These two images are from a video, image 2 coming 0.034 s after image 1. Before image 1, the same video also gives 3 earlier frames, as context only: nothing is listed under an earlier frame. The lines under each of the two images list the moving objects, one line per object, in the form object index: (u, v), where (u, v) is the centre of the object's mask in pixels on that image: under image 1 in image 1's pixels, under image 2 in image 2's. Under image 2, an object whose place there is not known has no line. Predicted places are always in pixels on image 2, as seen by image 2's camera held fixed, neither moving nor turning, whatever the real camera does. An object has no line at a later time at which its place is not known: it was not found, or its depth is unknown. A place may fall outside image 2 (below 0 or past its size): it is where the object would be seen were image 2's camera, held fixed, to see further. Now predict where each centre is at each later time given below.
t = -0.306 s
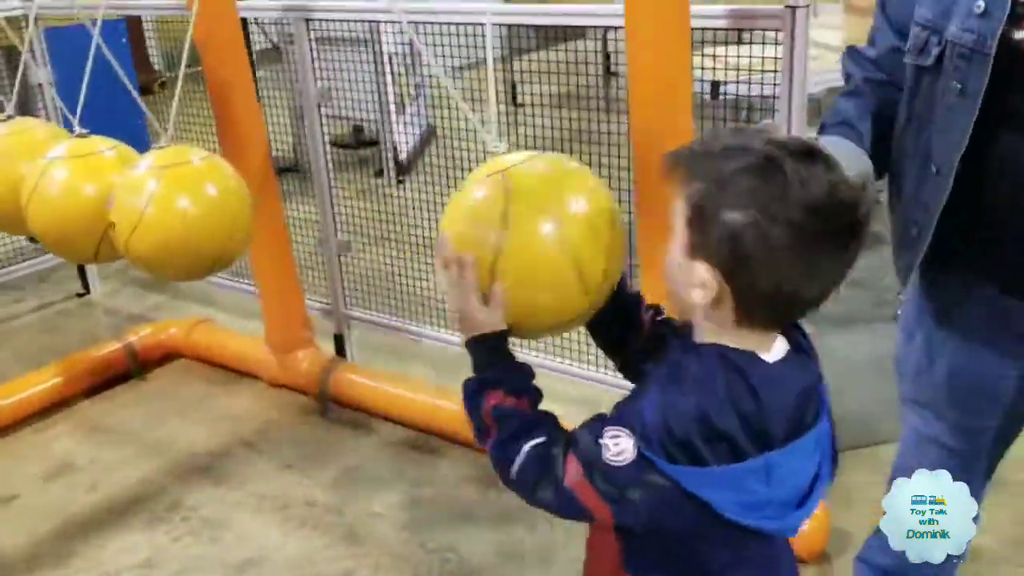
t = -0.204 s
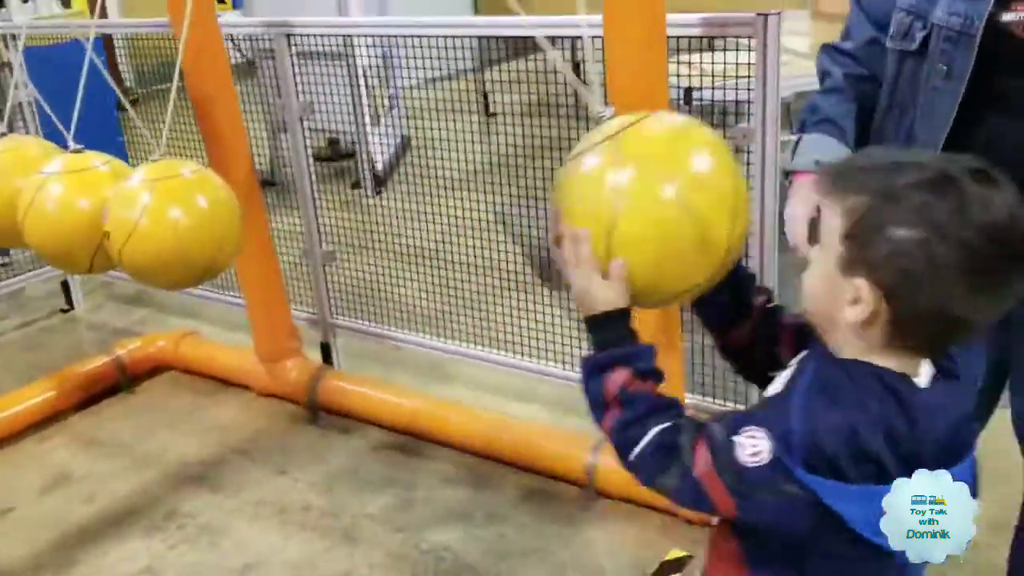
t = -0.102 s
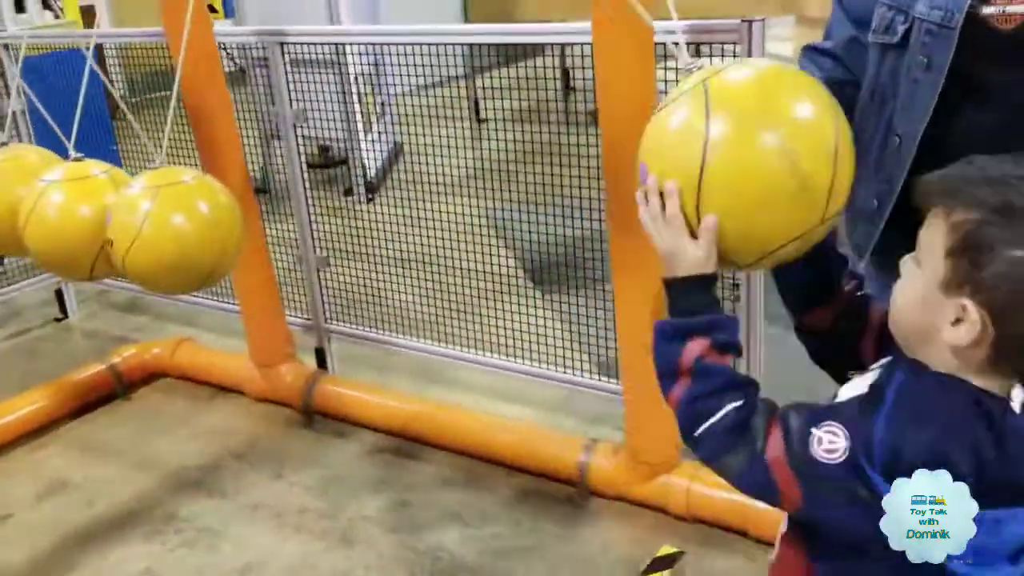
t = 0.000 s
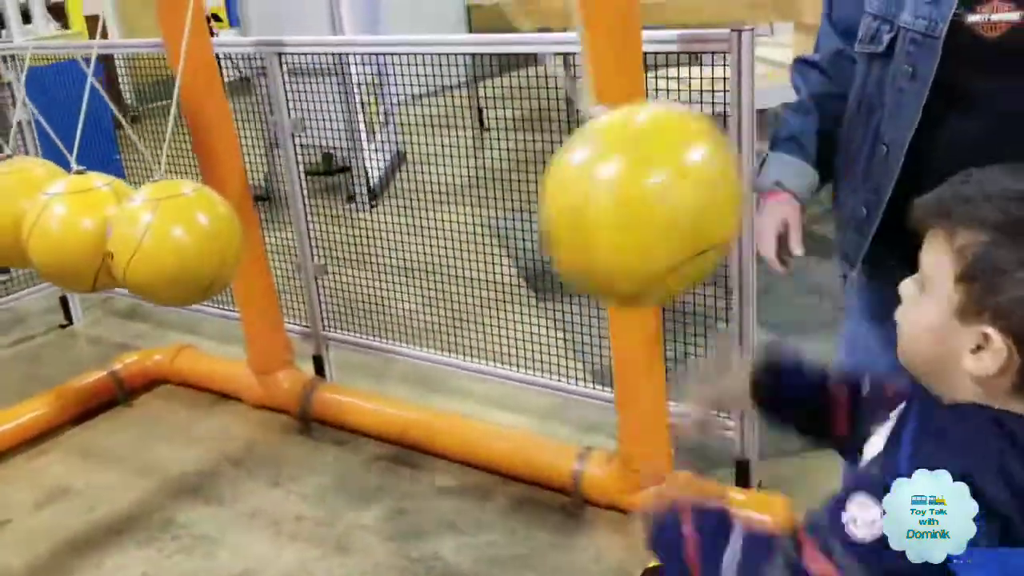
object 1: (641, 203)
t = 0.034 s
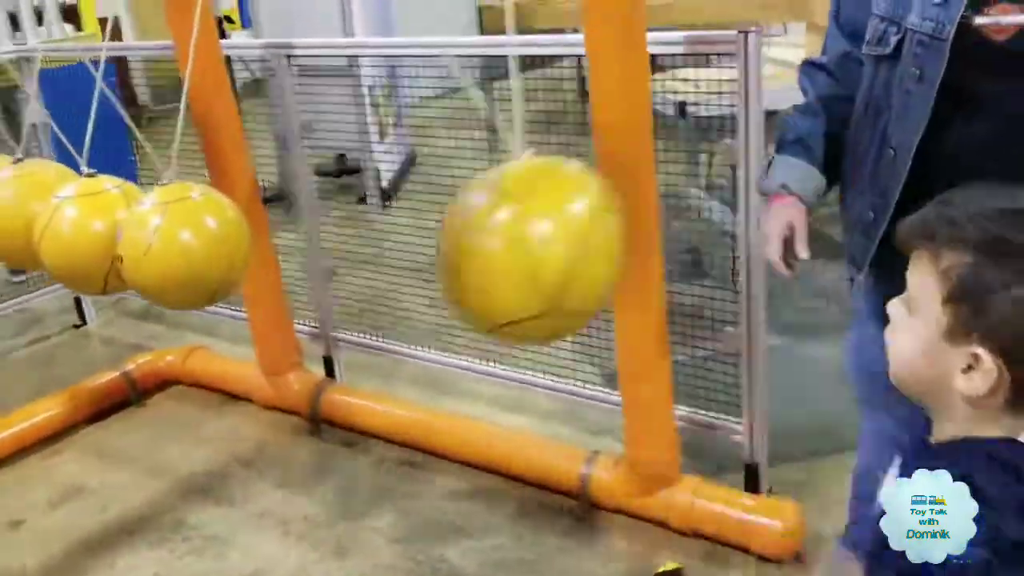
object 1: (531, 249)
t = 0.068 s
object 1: (424, 276)
